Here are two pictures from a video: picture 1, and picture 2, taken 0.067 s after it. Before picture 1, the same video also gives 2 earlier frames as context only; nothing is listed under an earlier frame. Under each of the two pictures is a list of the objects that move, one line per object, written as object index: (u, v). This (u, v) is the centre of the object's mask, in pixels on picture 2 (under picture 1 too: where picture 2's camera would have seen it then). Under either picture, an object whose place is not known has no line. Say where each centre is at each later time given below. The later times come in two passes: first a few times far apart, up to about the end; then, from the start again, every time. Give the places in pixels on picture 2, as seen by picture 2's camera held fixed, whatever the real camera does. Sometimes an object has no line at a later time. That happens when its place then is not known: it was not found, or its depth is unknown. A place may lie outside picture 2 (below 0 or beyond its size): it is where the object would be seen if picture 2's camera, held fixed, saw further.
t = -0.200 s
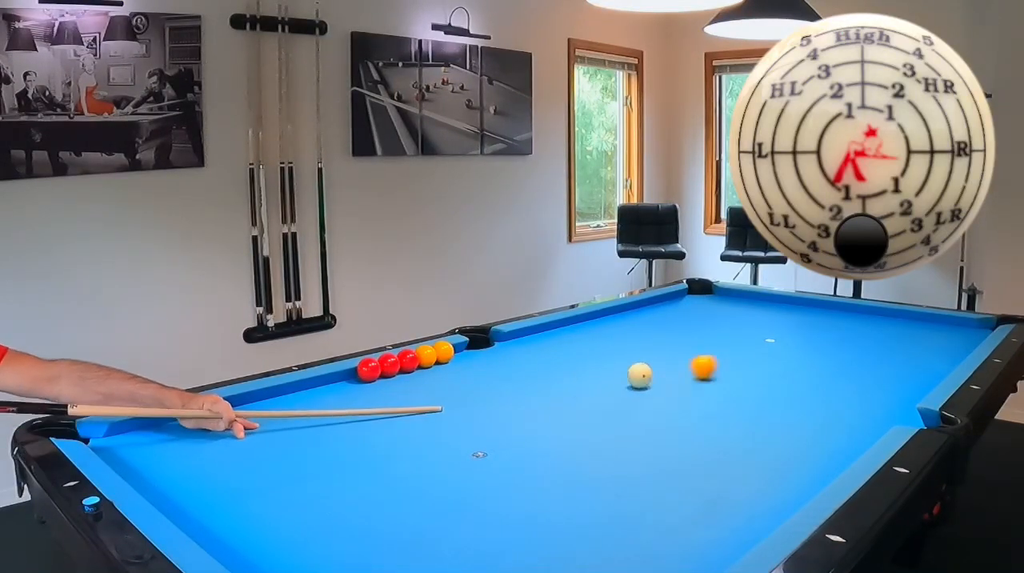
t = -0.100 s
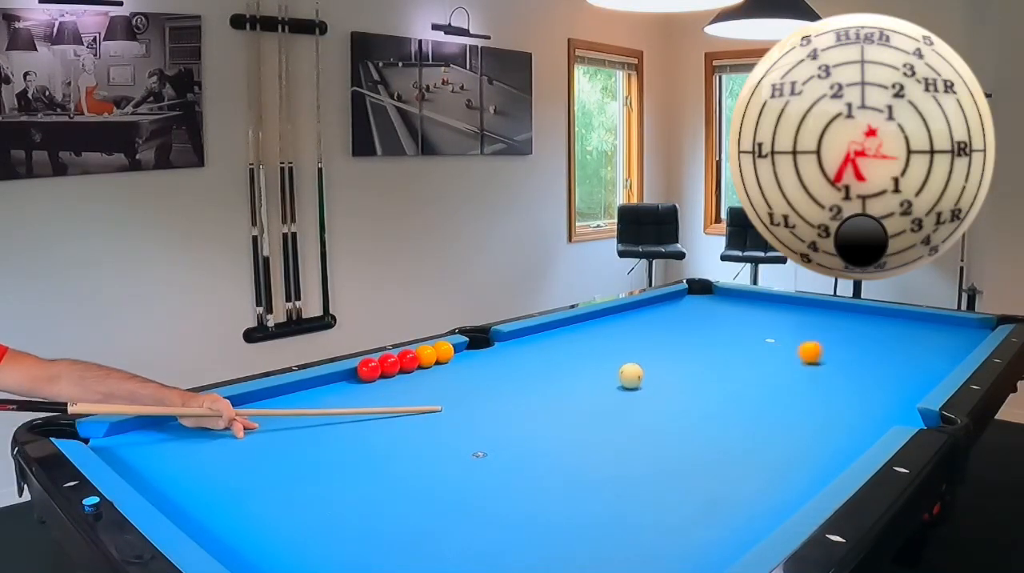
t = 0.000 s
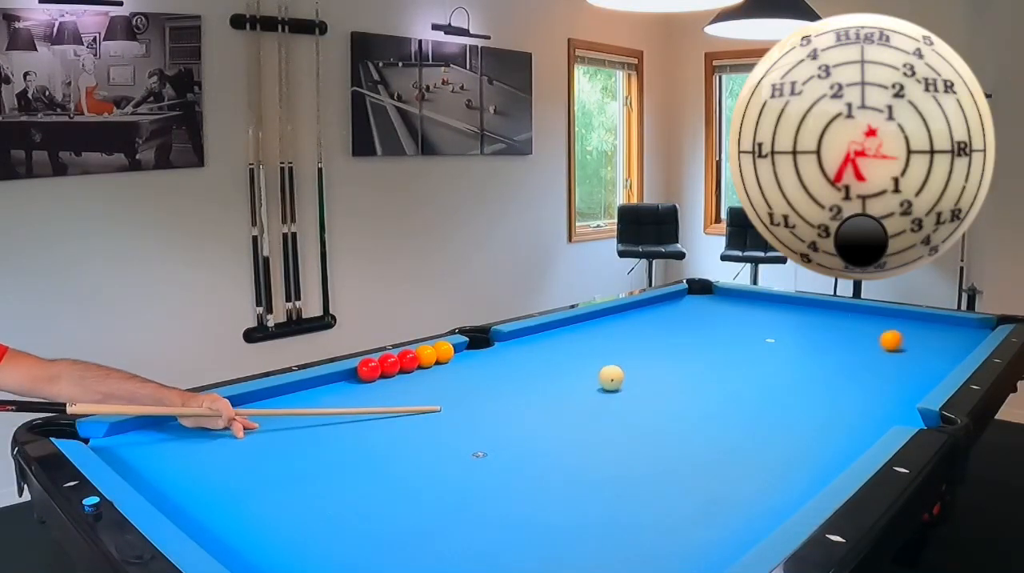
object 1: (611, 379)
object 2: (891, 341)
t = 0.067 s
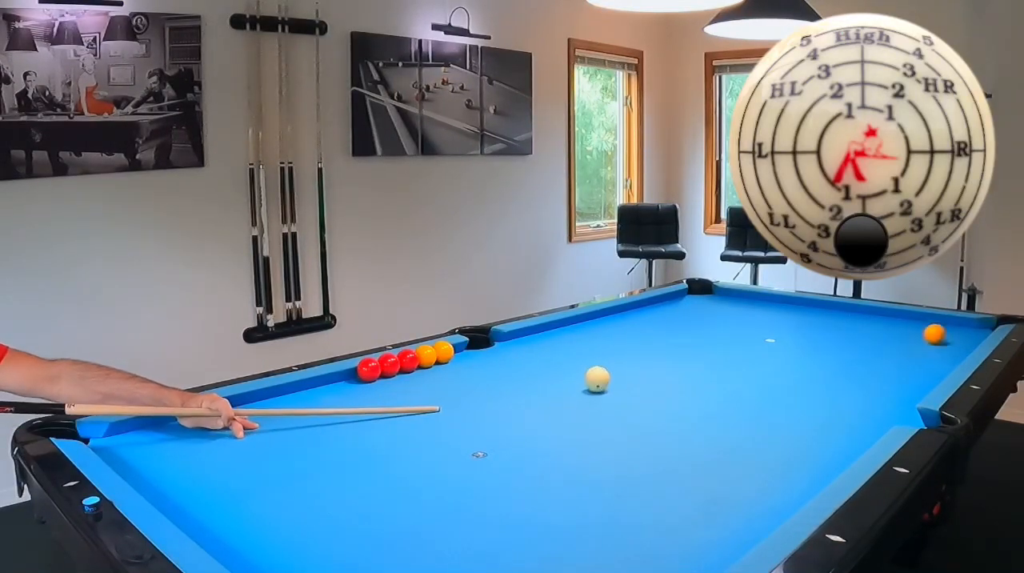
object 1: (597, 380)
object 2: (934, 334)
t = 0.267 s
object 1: (555, 384)
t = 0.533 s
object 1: (499, 390)
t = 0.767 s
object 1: (451, 393)
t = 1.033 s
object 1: (397, 398)
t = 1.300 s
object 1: (346, 402)
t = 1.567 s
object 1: (297, 405)
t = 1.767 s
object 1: (262, 407)
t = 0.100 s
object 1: (590, 381)
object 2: (953, 331)
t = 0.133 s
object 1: (583, 381)
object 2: (970, 328)
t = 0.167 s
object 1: (576, 382)
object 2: (987, 325)
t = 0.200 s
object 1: (569, 383)
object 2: (1002, 321)
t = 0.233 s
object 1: (562, 383)
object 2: (1017, 321)
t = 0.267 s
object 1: (555, 384)
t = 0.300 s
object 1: (548, 385)
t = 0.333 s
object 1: (541, 386)
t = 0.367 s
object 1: (534, 386)
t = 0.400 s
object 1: (527, 387)
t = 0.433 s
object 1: (520, 388)
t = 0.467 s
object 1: (513, 388)
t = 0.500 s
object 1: (506, 389)
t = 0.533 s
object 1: (499, 390)
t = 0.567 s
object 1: (492, 390)
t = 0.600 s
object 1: (485, 391)
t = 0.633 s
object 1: (478, 391)
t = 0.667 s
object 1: (471, 392)
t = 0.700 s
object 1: (464, 393)
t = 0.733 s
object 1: (458, 393)
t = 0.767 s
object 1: (451, 393)
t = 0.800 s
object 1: (444, 394)
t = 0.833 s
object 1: (437, 394)
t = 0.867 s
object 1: (431, 395)
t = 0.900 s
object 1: (424, 396)
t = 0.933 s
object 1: (417, 396)
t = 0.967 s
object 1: (410, 397)
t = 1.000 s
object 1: (404, 397)
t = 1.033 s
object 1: (397, 398)
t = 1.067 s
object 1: (391, 398)
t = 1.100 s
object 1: (384, 399)
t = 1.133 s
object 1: (378, 399)
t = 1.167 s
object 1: (371, 400)
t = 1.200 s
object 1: (365, 400)
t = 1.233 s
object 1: (359, 401)
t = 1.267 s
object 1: (352, 401)
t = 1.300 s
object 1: (346, 402)
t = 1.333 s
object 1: (340, 402)
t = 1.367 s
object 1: (334, 402)
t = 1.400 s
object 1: (328, 403)
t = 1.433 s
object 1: (321, 403)
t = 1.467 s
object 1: (315, 404)
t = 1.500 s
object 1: (309, 404)
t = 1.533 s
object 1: (303, 405)
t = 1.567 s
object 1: (297, 405)
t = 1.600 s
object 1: (291, 405)
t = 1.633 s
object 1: (285, 406)
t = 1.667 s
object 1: (279, 406)
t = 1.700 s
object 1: (274, 407)
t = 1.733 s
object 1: (268, 407)
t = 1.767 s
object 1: (262, 407)
